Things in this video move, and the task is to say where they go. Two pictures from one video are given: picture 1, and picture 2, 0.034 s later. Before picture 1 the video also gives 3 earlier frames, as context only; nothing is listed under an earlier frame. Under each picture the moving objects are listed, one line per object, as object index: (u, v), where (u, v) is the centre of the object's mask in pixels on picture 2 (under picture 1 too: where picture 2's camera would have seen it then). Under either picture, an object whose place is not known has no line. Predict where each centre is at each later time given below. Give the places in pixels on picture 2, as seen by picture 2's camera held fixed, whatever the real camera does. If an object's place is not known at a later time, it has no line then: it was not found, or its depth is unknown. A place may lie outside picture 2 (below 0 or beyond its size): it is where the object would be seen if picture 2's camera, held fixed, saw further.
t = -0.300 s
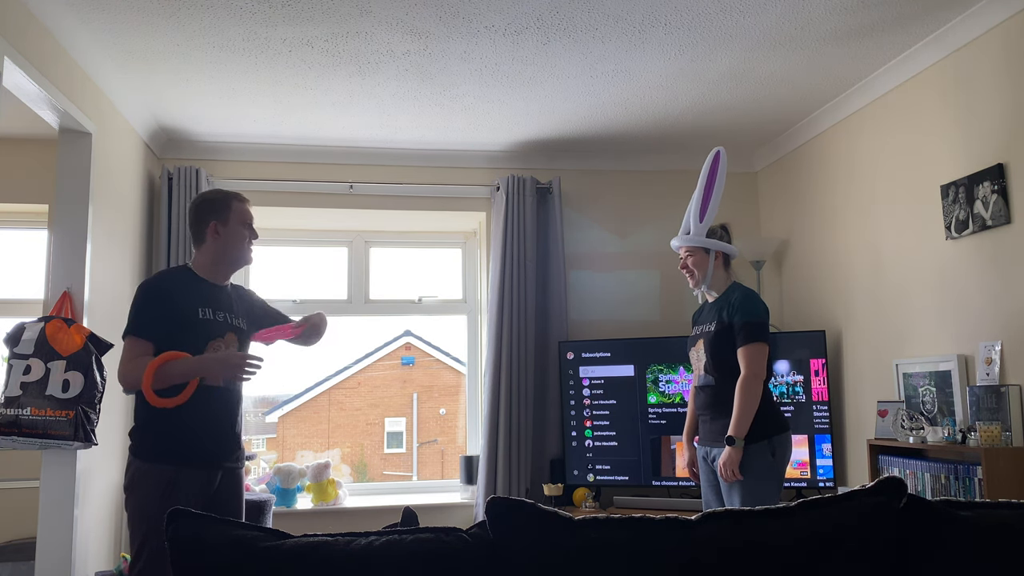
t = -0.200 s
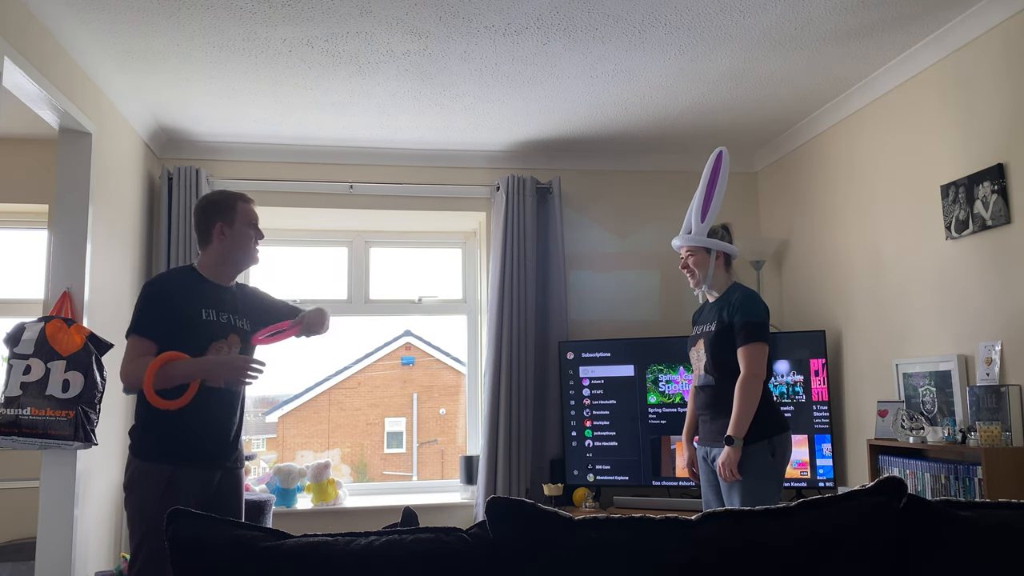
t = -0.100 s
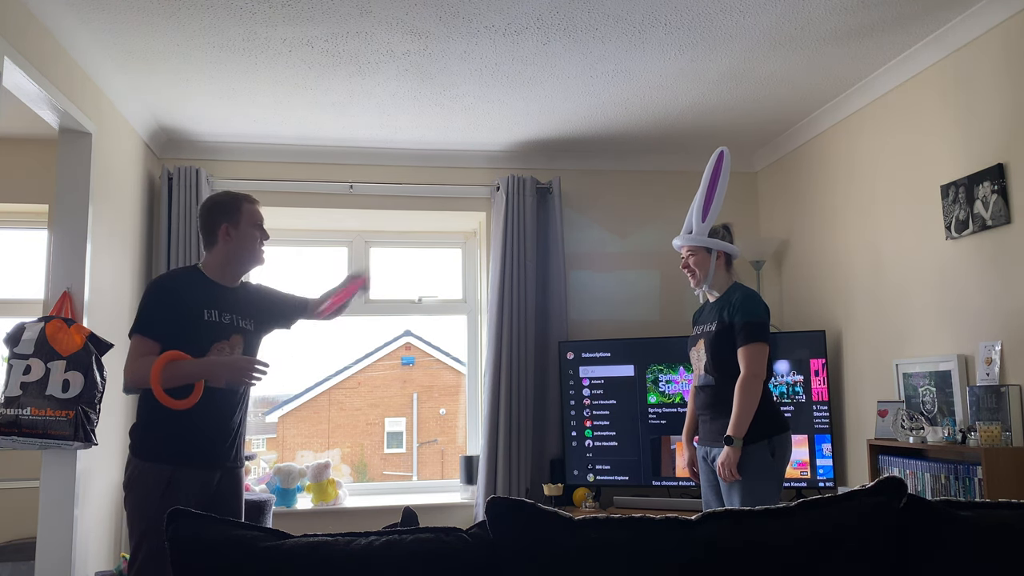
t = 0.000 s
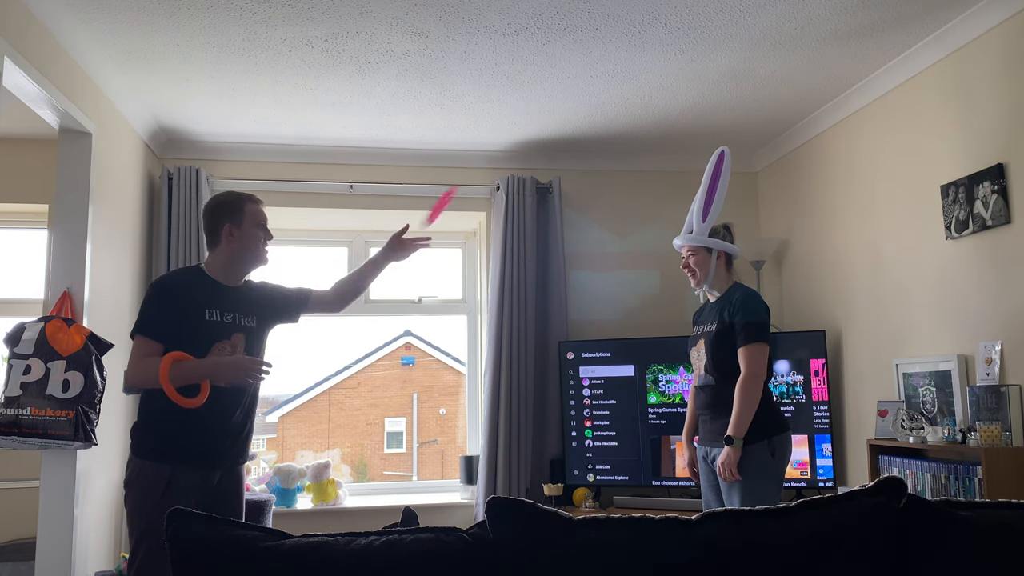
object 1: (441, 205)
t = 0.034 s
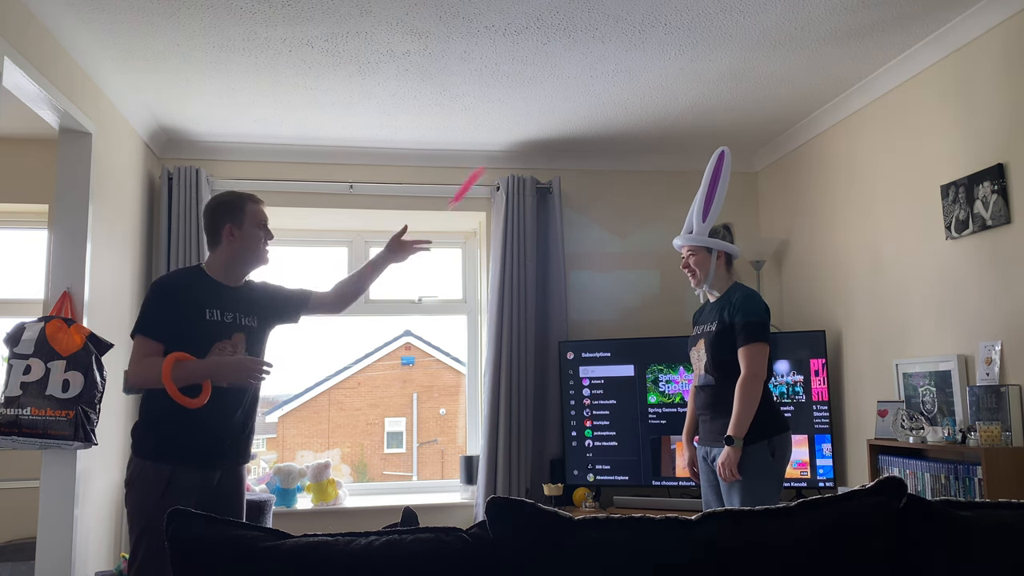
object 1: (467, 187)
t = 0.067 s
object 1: (492, 169)
